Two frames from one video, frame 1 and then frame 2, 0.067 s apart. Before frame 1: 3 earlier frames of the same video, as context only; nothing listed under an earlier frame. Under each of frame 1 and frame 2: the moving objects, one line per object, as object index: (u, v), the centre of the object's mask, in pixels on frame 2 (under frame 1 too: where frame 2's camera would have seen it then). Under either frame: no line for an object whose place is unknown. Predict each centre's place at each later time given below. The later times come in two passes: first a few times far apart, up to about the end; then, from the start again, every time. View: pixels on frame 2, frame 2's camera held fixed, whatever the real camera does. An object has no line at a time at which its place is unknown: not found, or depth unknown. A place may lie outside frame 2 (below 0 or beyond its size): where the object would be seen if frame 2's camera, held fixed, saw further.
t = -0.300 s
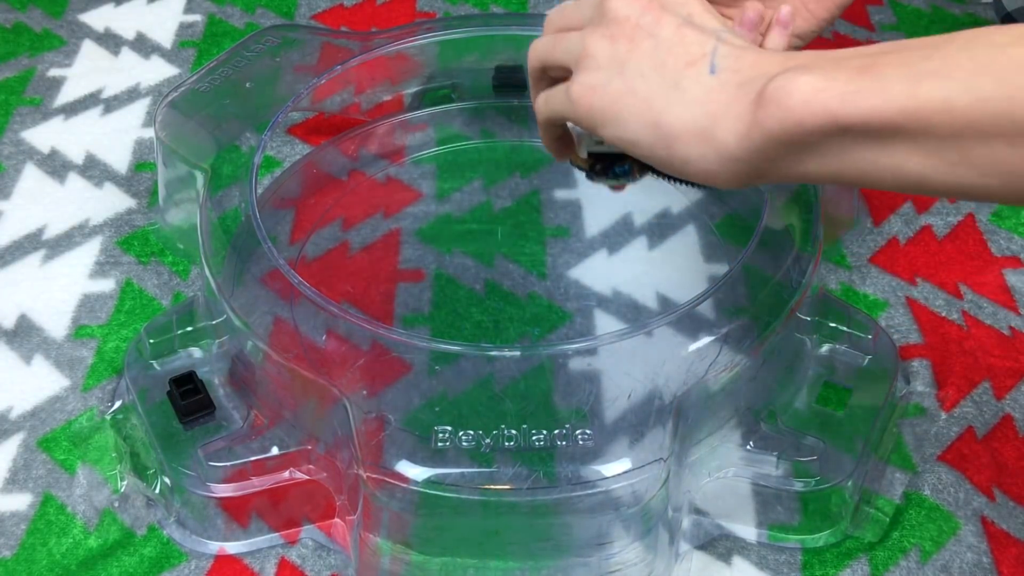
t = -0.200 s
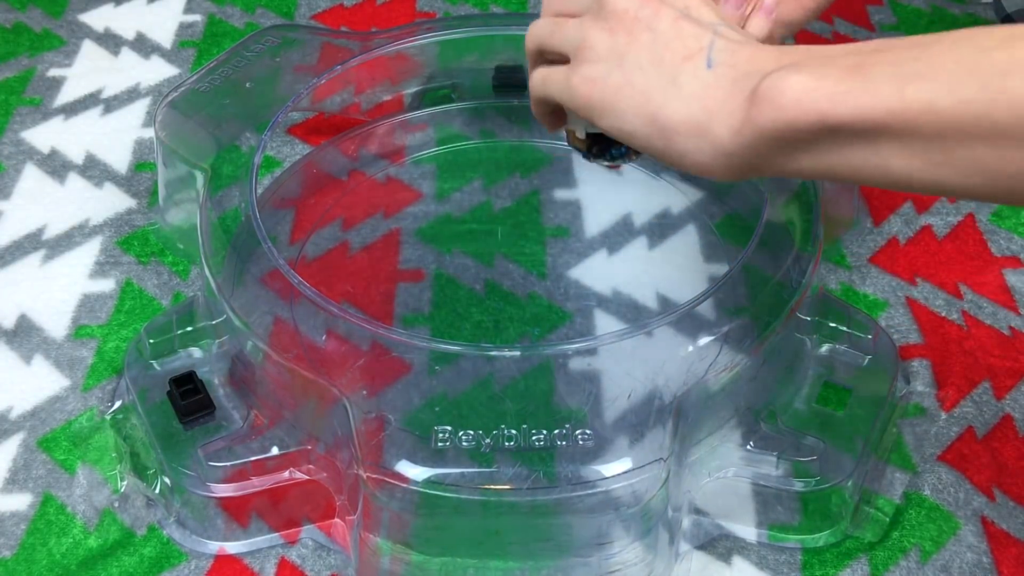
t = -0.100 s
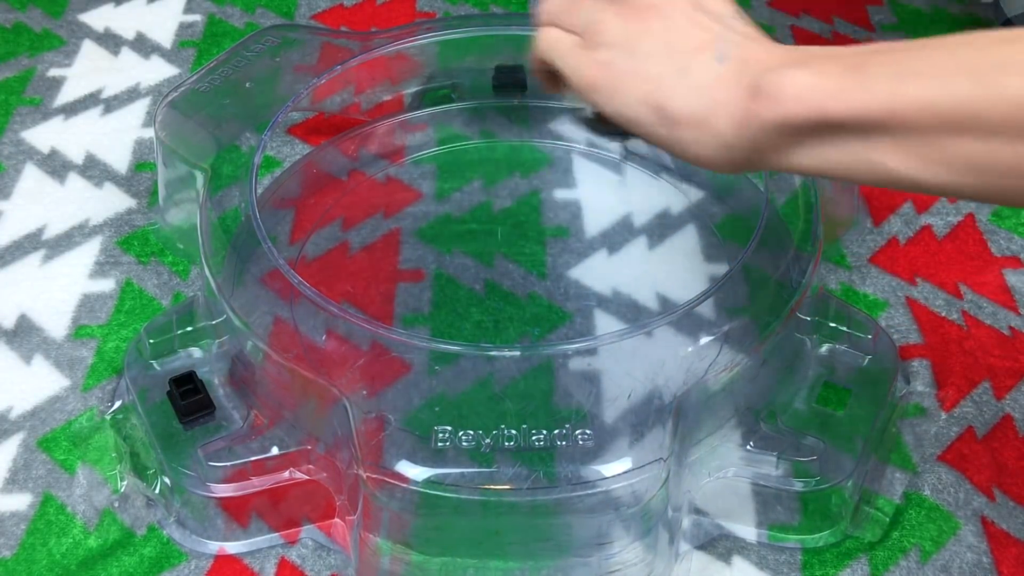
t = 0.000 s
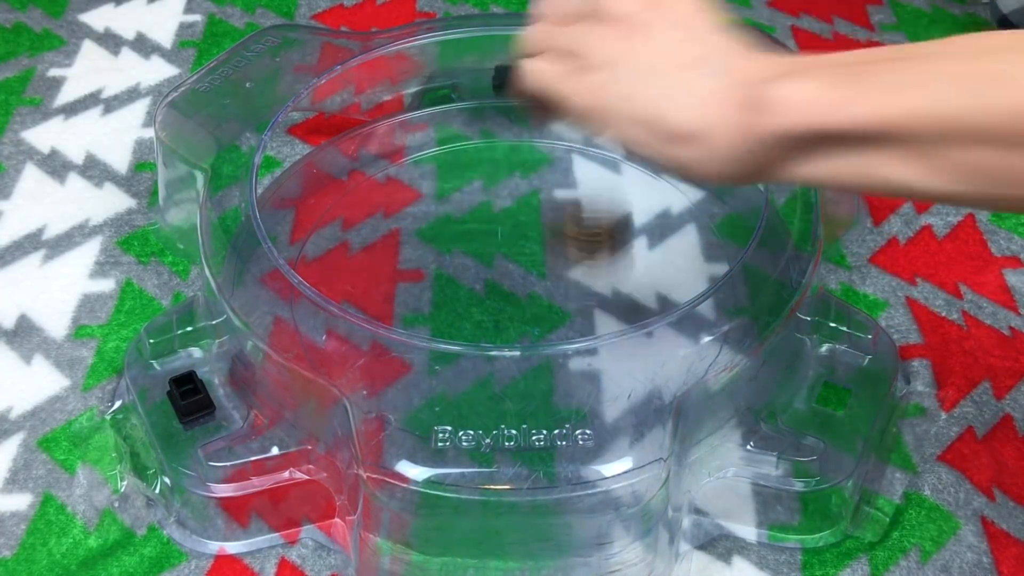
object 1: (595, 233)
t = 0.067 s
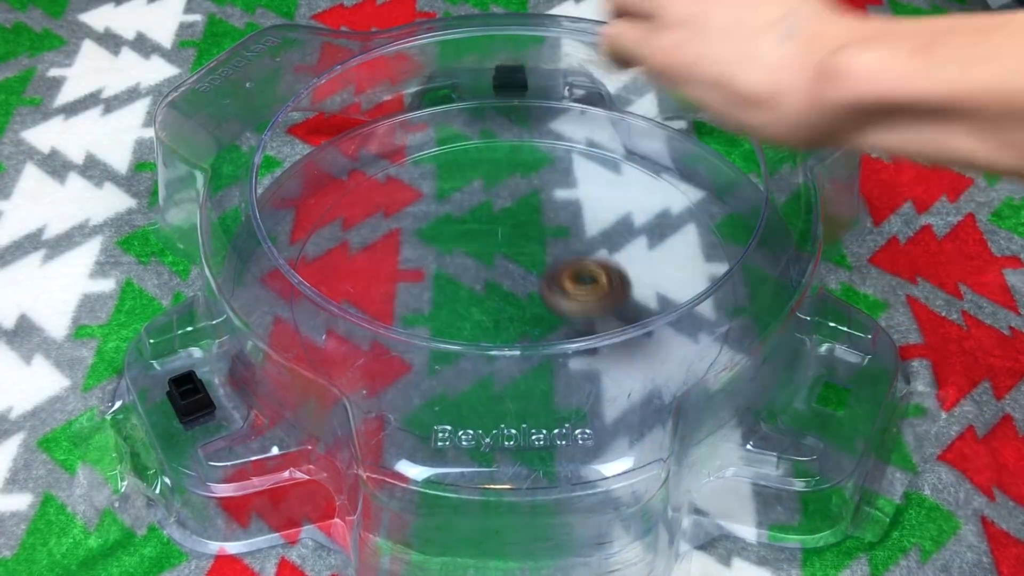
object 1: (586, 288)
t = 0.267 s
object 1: (531, 314)
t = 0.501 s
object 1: (487, 268)
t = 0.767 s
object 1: (544, 207)
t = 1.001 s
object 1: (603, 235)
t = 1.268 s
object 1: (571, 302)
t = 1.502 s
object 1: (465, 289)
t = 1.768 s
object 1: (456, 222)
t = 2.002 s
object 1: (534, 209)
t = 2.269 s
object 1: (571, 275)
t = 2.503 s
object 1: (488, 316)
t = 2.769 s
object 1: (418, 277)
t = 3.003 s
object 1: (460, 231)
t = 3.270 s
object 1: (559, 261)
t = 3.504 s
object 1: (556, 318)
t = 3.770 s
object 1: (467, 321)
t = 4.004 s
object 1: (451, 278)
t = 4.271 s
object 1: (549, 247)
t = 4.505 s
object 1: (605, 281)
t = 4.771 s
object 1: (552, 319)
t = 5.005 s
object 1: (488, 296)
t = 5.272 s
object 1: (513, 233)
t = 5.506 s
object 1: (573, 229)
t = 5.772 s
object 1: (584, 276)
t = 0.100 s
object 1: (578, 277)
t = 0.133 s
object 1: (570, 278)
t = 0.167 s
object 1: (563, 301)
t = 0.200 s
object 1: (554, 322)
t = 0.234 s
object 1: (545, 320)
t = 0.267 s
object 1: (531, 314)
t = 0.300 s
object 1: (520, 319)
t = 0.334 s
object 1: (512, 315)
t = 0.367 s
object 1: (502, 304)
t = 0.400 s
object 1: (494, 302)
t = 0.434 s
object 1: (489, 287)
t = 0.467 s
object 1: (487, 276)
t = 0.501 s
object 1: (487, 268)
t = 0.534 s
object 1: (488, 253)
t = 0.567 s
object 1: (492, 246)
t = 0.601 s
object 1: (498, 235)
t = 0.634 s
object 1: (505, 228)
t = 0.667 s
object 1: (514, 219)
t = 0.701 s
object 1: (523, 214)
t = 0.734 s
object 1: (534, 210)
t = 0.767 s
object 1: (544, 207)
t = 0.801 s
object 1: (554, 207)
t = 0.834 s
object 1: (564, 208)
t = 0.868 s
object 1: (574, 211)
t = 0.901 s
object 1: (584, 216)
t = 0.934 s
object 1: (590, 221)
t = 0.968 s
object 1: (598, 228)
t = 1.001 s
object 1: (603, 235)
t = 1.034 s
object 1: (607, 243)
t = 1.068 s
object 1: (609, 254)
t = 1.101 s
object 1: (609, 263)
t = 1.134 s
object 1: (607, 272)
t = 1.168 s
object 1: (602, 281)
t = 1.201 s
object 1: (594, 288)
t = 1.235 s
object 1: (584, 296)
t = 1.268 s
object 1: (571, 302)
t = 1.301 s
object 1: (557, 306)
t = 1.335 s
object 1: (542, 308)
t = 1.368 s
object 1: (524, 308)
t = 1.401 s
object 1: (508, 307)
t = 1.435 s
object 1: (493, 303)
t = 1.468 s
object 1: (478, 297)
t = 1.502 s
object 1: (465, 289)
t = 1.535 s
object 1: (455, 281)
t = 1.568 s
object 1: (447, 272)
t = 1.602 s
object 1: (443, 263)
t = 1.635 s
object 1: (440, 253)
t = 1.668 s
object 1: (440, 244)
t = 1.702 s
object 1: (443, 236)
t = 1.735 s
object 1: (448, 229)
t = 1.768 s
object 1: (456, 222)
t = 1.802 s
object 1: (465, 216)
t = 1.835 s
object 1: (476, 212)
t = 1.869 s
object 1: (487, 208)
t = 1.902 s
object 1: (499, 207)
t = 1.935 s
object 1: (512, 206)
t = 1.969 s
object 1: (523, 207)
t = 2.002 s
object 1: (534, 209)
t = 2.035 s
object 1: (546, 214)
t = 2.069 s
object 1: (555, 219)
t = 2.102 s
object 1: (563, 226)
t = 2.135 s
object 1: (569, 233)
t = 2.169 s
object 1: (573, 242)
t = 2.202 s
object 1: (575, 252)
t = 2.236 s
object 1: (574, 264)
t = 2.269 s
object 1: (571, 275)
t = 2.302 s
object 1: (565, 285)
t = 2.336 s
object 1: (555, 295)
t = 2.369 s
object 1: (545, 303)
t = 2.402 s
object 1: (532, 309)
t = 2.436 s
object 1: (518, 312)
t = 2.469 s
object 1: (503, 315)
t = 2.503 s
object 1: (488, 316)
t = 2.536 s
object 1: (473, 315)
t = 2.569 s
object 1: (460, 314)
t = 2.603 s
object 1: (448, 310)
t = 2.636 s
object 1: (437, 305)
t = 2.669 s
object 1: (430, 300)
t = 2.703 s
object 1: (424, 294)
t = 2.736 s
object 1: (420, 285)
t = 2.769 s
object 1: (418, 277)
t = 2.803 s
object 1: (419, 268)
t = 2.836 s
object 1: (422, 260)
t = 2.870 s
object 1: (426, 252)
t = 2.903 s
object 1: (432, 245)
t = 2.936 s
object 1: (441, 239)
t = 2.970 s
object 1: (450, 235)
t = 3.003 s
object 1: (460, 231)
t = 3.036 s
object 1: (473, 229)
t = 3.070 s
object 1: (486, 228)
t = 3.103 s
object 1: (499, 230)
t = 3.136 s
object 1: (514, 233)
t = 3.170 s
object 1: (526, 238)
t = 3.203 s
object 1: (540, 245)
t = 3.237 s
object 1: (550, 252)
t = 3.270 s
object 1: (559, 261)
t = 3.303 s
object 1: (567, 270)
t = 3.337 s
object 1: (571, 280)
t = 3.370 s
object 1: (573, 290)
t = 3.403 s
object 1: (573, 300)
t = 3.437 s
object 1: (570, 307)
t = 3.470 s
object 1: (565, 313)
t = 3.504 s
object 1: (556, 318)
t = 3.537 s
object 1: (547, 322)
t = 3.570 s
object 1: (536, 325)
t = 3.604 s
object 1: (525, 336)
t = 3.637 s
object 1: (513, 337)
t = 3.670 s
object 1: (500, 335)
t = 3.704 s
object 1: (488, 335)
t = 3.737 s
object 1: (477, 331)
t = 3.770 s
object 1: (467, 321)
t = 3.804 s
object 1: (459, 318)
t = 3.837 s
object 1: (451, 314)
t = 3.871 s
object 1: (446, 308)
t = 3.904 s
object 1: (443, 303)
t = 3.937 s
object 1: (443, 294)
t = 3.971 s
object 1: (447, 285)
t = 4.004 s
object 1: (451, 278)
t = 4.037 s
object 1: (459, 270)
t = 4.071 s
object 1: (469, 264)
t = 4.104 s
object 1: (480, 258)
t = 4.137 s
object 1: (492, 253)
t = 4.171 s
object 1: (507, 249)
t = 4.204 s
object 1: (520, 247)
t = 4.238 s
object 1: (535, 246)
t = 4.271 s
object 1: (549, 247)
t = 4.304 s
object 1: (562, 248)
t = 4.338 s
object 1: (574, 251)
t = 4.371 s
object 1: (583, 255)
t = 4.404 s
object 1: (591, 261)
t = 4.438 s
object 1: (598, 267)
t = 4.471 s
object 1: (603, 274)
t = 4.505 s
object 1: (605, 281)
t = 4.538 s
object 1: (604, 289)
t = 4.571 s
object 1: (602, 296)
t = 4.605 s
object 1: (598, 302)
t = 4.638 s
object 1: (591, 307)
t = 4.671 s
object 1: (583, 311)
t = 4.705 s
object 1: (573, 314)
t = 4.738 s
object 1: (563, 317)
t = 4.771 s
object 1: (552, 319)
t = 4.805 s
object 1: (543, 320)
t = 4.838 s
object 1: (530, 320)
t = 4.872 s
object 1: (521, 318)
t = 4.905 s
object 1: (510, 315)
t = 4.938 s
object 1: (501, 311)
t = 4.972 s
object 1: (494, 305)
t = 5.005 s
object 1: (488, 296)
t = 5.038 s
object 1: (485, 287)
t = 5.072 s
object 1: (483, 278)
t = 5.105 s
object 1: (484, 270)
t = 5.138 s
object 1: (486, 261)
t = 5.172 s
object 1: (491, 252)
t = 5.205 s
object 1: (497, 245)
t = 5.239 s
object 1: (505, 238)
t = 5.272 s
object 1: (513, 233)
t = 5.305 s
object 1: (522, 229)
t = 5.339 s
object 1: (531, 226)
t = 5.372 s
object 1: (541, 224)
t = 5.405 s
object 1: (550, 223)
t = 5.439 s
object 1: (558, 224)
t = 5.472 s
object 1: (566, 226)
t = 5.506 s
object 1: (573, 229)
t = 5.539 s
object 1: (579, 233)
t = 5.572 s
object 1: (583, 238)
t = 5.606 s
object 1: (587, 244)
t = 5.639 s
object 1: (589, 250)
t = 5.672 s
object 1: (590, 256)
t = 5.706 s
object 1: (590, 263)
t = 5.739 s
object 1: (588, 270)
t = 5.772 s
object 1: (584, 276)
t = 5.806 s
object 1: (578, 281)
